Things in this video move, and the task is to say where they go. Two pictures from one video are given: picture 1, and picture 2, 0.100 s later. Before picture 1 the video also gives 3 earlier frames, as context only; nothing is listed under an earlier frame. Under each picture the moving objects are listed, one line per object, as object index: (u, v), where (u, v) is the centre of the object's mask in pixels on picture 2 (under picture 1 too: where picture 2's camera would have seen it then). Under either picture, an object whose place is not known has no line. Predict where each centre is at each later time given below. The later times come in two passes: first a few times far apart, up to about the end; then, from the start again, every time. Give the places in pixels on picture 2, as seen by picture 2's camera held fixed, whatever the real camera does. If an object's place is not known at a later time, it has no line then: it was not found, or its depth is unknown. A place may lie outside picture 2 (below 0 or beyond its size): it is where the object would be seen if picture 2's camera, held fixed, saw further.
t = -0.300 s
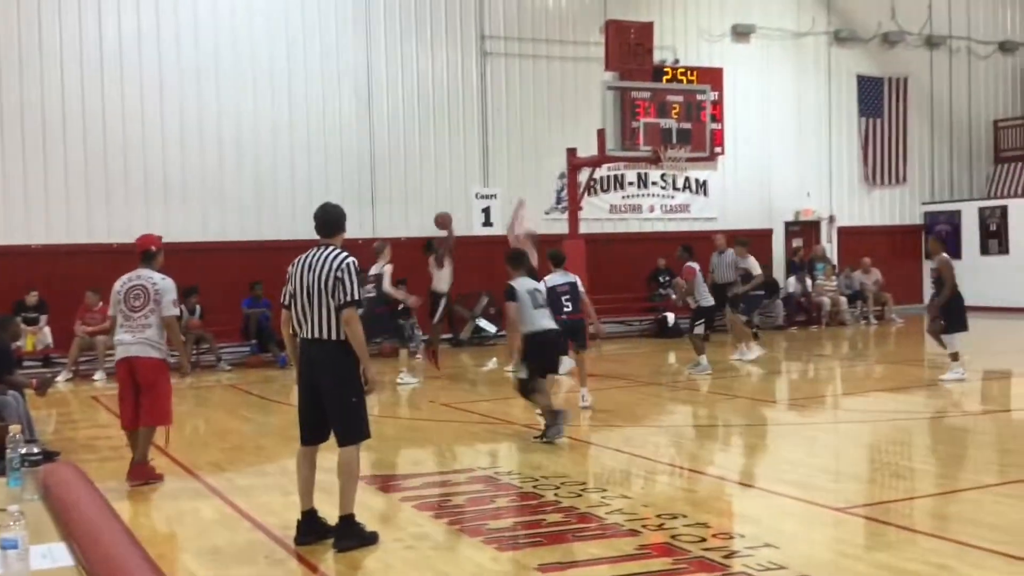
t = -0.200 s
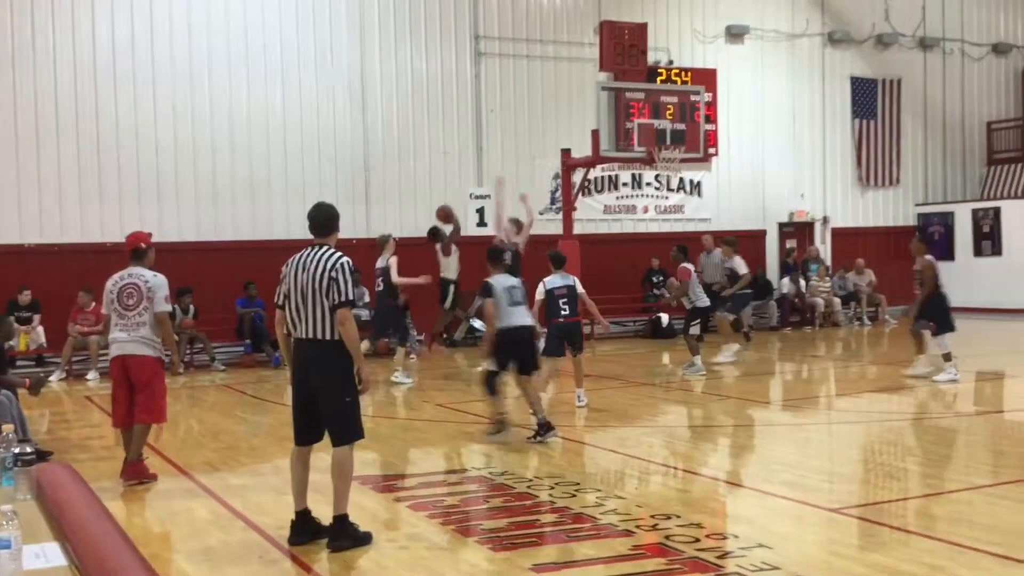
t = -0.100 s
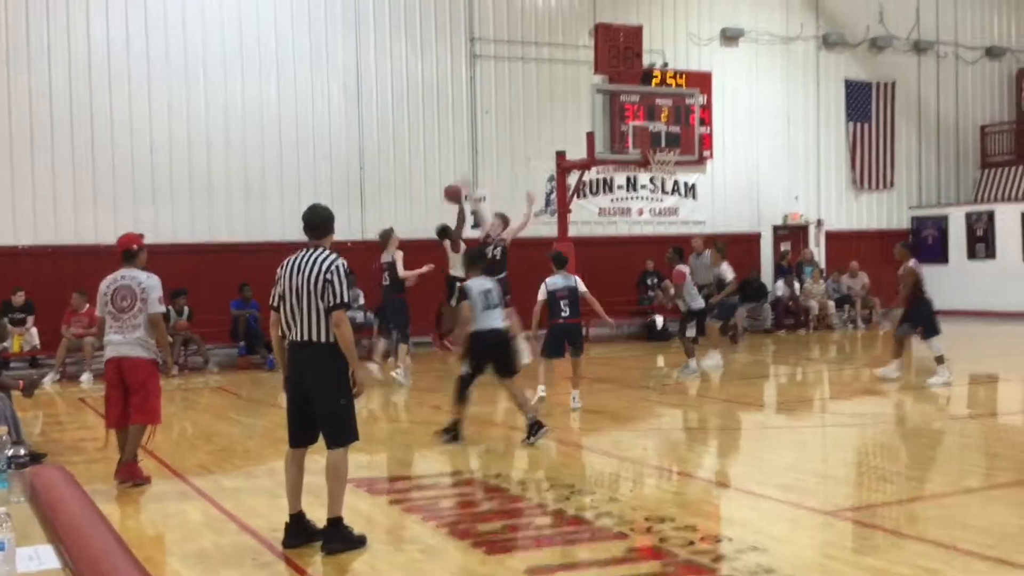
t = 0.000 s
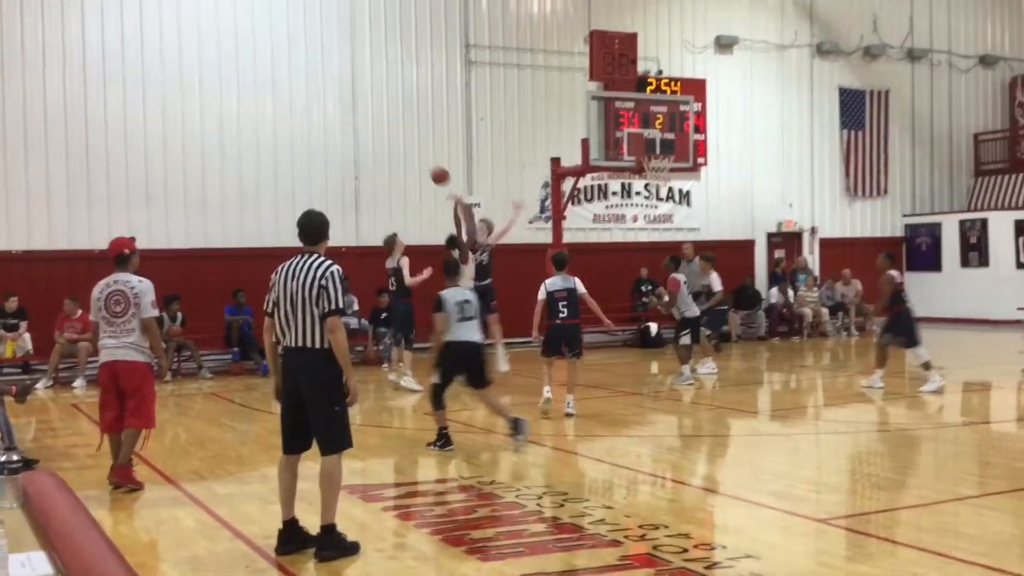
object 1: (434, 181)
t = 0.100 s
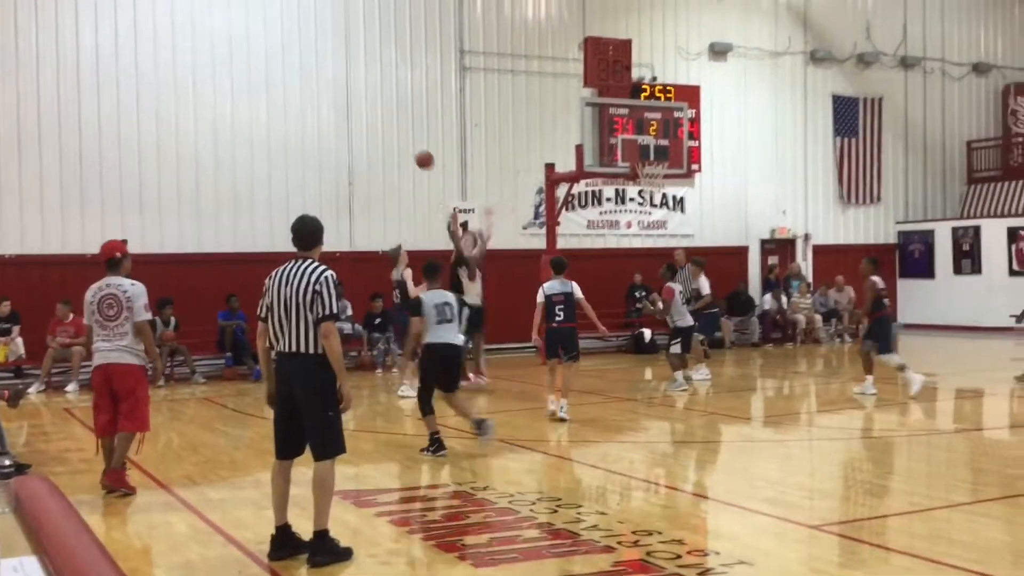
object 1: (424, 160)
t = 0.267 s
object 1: (408, 140)
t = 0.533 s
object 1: (383, 153)
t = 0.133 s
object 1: (421, 154)
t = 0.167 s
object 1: (418, 150)
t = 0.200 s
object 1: (415, 146)
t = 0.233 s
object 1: (411, 143)
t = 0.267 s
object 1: (408, 140)
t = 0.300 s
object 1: (405, 139)
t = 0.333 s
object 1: (402, 139)
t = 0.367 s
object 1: (399, 139)
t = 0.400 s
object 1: (396, 140)
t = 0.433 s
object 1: (393, 142)
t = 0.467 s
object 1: (389, 145)
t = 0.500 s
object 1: (386, 149)
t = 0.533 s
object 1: (383, 153)
